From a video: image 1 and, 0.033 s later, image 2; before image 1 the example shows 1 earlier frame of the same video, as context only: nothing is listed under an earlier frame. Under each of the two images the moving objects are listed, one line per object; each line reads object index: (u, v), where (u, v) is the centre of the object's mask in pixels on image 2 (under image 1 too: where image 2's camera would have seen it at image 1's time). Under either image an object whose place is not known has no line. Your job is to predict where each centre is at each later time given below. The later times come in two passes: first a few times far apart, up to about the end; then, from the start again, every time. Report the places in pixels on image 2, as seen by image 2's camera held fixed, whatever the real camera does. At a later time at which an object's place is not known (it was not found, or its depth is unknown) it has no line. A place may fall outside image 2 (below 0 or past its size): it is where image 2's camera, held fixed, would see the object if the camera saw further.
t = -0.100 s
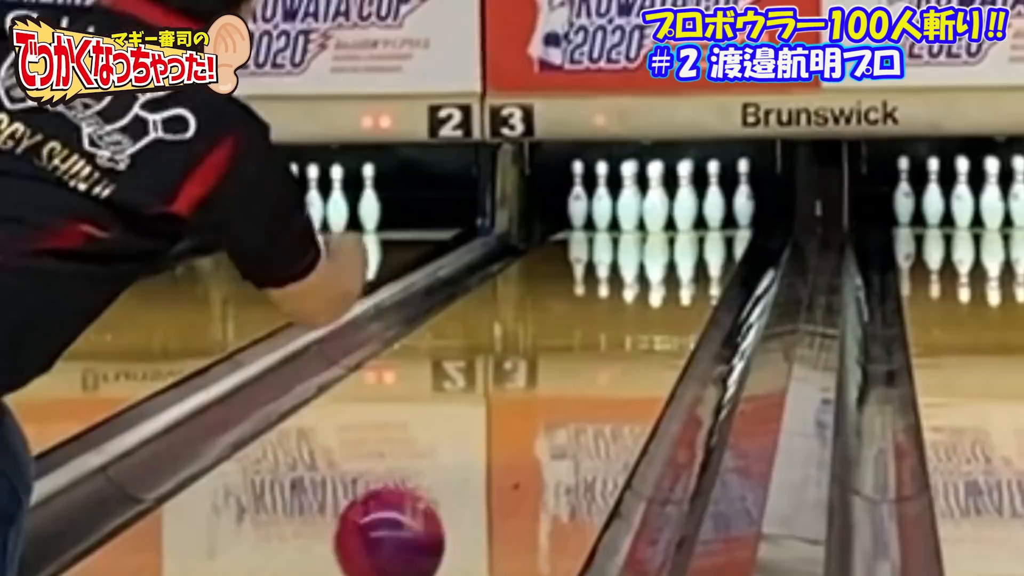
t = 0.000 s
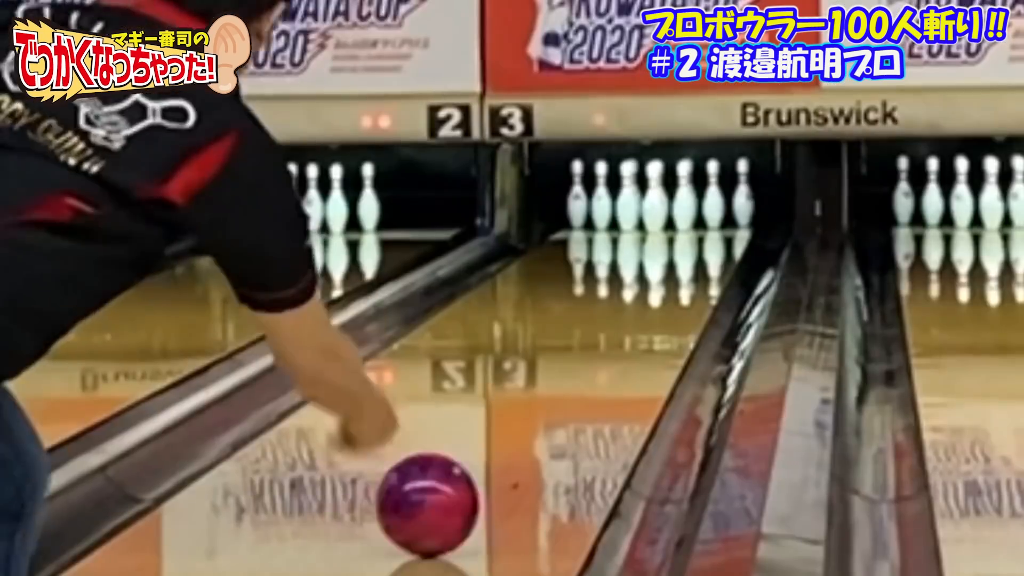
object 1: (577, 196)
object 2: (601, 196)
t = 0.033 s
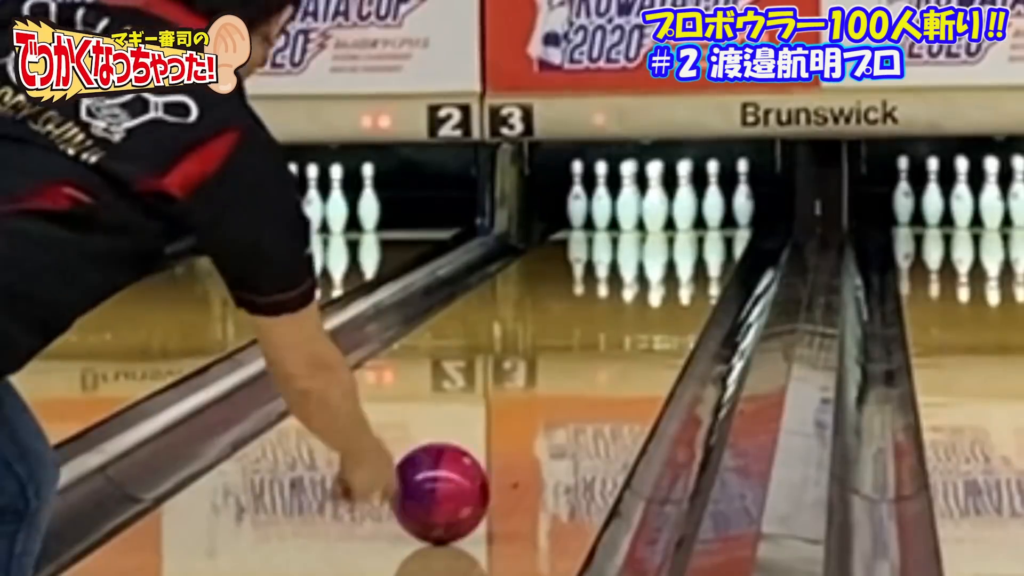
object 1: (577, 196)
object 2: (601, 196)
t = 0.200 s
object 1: (577, 195)
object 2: (601, 196)
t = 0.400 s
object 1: (577, 195)
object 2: (601, 196)
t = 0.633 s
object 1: (577, 196)
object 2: (601, 196)
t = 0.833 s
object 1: (577, 195)
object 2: (600, 196)
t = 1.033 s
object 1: (577, 196)
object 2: (600, 196)
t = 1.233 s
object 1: (577, 196)
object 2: (600, 196)
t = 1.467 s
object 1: (577, 196)
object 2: (600, 196)
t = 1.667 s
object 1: (577, 196)
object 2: (600, 196)
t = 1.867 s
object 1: (577, 196)
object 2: (600, 196)
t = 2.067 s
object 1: (577, 196)
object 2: (600, 196)
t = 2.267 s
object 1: (577, 196)
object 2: (600, 196)
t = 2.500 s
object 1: (554, 204)
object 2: (572, 213)
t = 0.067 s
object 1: (577, 196)
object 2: (601, 196)
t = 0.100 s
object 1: (577, 196)
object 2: (601, 196)
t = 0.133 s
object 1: (577, 196)
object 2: (601, 196)
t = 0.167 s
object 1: (577, 196)
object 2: (601, 196)
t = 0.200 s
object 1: (577, 195)
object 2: (601, 196)
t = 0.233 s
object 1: (577, 196)
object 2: (601, 196)
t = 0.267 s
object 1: (577, 196)
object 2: (601, 196)
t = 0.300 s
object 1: (577, 196)
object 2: (601, 196)
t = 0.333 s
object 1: (577, 196)
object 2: (601, 196)
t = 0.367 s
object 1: (577, 196)
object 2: (601, 196)
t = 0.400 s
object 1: (577, 195)
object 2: (601, 196)
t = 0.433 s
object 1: (577, 196)
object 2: (601, 196)
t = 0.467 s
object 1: (577, 196)
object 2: (601, 196)
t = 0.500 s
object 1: (577, 196)
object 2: (601, 196)
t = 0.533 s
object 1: (577, 196)
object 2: (601, 196)
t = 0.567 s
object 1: (577, 196)
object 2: (601, 196)
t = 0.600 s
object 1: (577, 196)
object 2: (601, 196)
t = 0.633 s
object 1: (577, 196)
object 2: (601, 196)
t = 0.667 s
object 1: (577, 196)
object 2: (601, 196)
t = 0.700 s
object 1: (577, 195)
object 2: (601, 196)
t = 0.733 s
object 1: (577, 196)
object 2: (600, 196)
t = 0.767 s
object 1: (577, 196)
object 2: (600, 196)
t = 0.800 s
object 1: (577, 195)
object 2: (600, 196)
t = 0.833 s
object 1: (577, 195)
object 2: (600, 196)
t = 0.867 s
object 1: (577, 196)
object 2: (600, 196)
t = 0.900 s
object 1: (577, 196)
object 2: (600, 196)
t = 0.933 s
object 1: (577, 196)
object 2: (600, 196)
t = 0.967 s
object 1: (577, 196)
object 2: (600, 196)
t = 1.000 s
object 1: (577, 196)
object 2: (600, 196)
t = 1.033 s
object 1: (577, 196)
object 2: (600, 196)
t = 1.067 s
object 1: (577, 196)
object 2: (600, 196)
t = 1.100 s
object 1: (577, 196)
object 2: (600, 196)
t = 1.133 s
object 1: (577, 196)
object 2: (600, 196)
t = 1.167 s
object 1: (577, 196)
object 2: (600, 196)
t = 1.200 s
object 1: (577, 196)
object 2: (600, 196)
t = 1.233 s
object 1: (577, 196)
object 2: (600, 196)
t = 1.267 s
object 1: (577, 196)
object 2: (600, 196)
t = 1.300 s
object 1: (577, 196)
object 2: (600, 196)
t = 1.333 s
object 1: (577, 196)
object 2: (600, 196)
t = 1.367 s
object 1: (577, 196)
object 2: (600, 196)
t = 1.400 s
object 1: (577, 196)
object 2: (600, 196)
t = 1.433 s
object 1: (577, 196)
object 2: (600, 196)
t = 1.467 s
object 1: (577, 196)
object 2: (600, 196)
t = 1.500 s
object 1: (577, 196)
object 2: (600, 196)
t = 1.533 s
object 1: (577, 196)
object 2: (600, 196)
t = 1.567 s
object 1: (577, 196)
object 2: (600, 196)
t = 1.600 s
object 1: (577, 196)
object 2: (600, 196)
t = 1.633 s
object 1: (577, 196)
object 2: (600, 196)
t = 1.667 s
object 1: (577, 196)
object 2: (600, 196)
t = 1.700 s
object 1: (577, 196)
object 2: (600, 196)
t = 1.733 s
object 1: (577, 196)
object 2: (600, 196)
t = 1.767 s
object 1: (577, 196)
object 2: (600, 196)
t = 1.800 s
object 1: (577, 196)
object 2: (600, 196)
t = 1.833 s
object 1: (577, 196)
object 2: (600, 196)
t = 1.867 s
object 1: (577, 196)
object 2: (600, 196)
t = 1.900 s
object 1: (577, 196)
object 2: (600, 196)
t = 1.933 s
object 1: (576, 195)
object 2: (600, 196)
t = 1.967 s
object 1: (577, 195)
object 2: (600, 196)
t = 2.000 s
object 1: (577, 195)
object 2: (600, 196)
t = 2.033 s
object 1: (577, 196)
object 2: (600, 196)
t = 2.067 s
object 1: (577, 196)
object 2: (600, 196)
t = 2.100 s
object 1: (577, 196)
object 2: (600, 196)
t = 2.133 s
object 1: (577, 196)
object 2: (600, 196)
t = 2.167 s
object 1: (577, 195)
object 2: (600, 196)
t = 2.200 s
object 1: (577, 195)
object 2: (600, 196)
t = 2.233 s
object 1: (577, 196)
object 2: (600, 196)
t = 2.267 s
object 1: (577, 196)
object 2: (600, 196)
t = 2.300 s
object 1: (577, 196)
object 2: (600, 196)
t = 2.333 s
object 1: (576, 195)
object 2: (599, 196)
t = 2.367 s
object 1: (576, 194)
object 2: (595, 195)
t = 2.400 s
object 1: (573, 193)
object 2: (591, 196)
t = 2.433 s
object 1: (568, 195)
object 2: (586, 200)
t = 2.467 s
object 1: (561, 199)
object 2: (581, 204)
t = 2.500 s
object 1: (554, 204)
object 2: (572, 213)
